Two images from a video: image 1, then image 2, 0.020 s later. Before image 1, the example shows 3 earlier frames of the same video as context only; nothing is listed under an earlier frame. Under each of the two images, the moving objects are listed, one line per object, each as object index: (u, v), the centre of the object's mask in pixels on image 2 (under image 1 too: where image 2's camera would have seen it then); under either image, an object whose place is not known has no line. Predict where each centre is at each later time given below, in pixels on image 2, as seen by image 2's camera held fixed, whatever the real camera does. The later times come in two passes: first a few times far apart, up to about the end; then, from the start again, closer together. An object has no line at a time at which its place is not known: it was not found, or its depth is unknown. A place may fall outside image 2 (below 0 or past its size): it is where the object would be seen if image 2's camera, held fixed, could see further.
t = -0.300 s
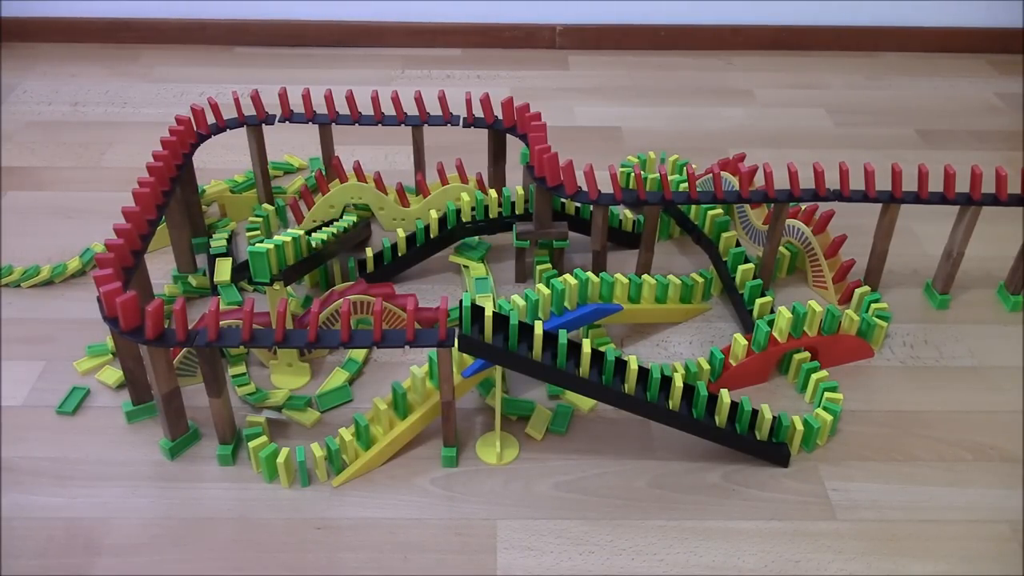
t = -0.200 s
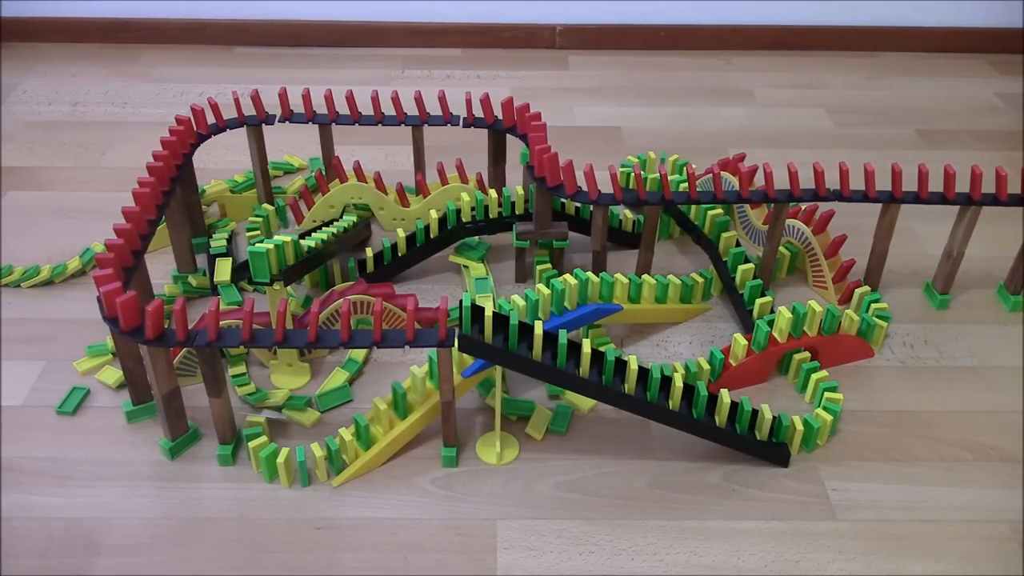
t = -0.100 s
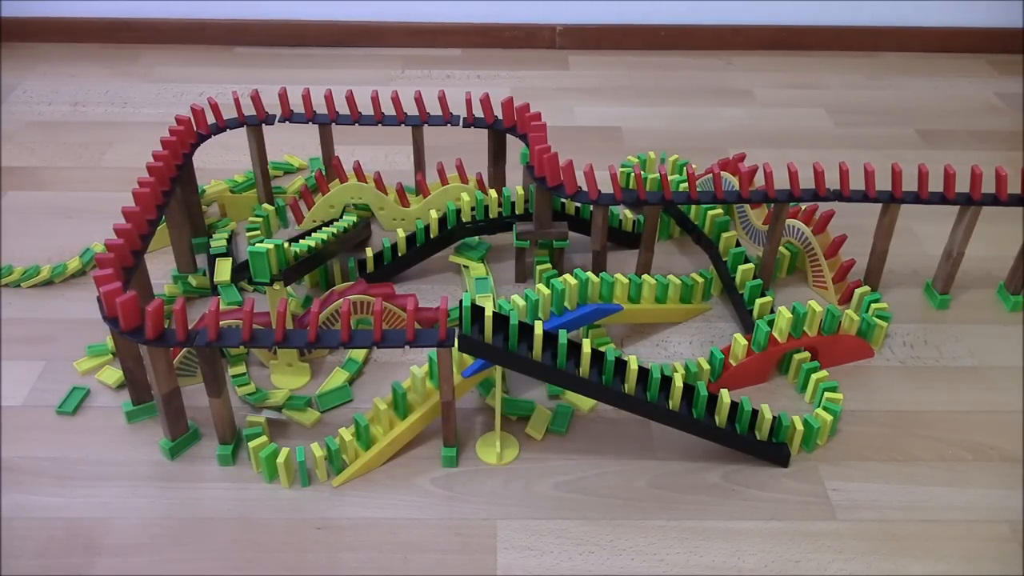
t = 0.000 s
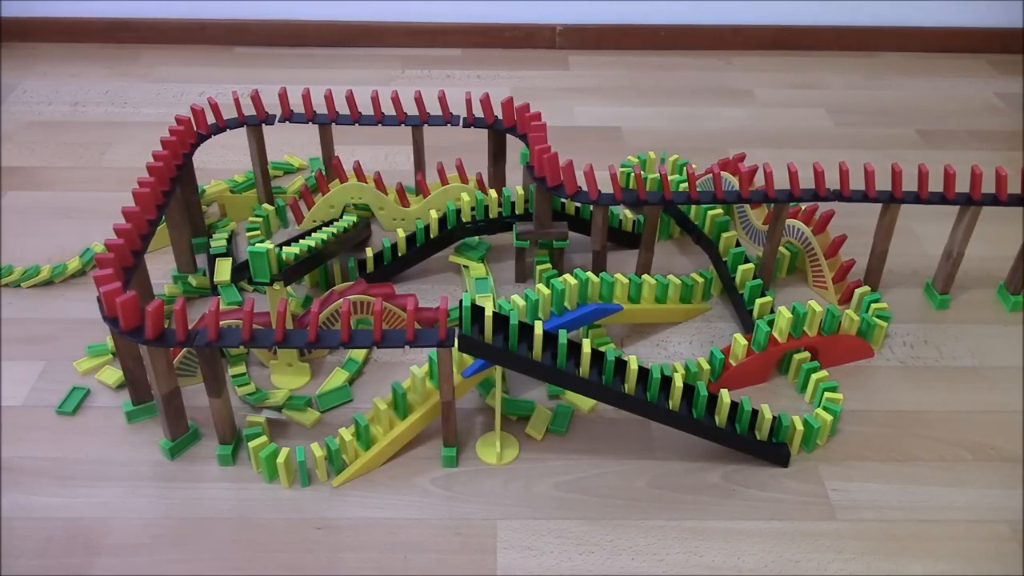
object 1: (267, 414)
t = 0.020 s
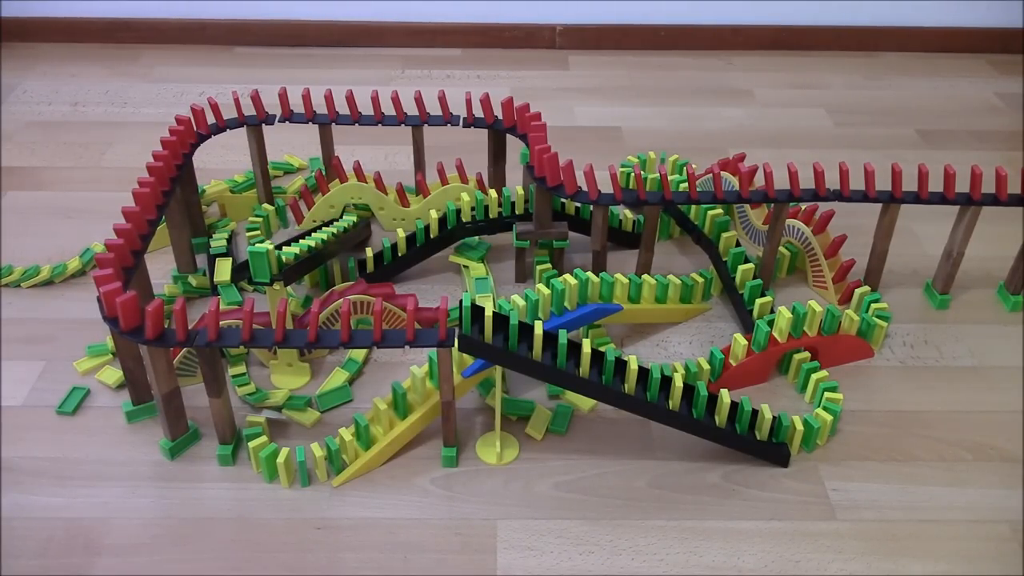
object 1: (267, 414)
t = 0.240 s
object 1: (268, 414)
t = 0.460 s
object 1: (262, 434)
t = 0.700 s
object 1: (263, 435)
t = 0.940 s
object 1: (263, 435)
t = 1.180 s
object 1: (263, 435)
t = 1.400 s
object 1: (263, 435)
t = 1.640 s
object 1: (263, 435)
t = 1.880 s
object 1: (263, 435)
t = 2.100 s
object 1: (263, 435)
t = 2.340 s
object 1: (263, 435)
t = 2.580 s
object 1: (263, 435)
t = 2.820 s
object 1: (263, 435)
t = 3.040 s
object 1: (263, 435)
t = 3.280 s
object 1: (263, 435)
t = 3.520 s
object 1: (263, 435)
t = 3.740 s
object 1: (263, 435)
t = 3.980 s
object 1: (263, 435)
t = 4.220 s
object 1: (263, 435)
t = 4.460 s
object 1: (263, 435)
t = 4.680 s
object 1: (263, 435)
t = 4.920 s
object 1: (263, 435)
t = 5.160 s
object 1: (263, 435)
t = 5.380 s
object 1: (263, 435)
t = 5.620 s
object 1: (263, 435)
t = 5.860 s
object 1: (263, 435)
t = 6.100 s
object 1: (263, 435)
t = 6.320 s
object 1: (263, 435)
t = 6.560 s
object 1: (263, 435)
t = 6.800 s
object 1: (263, 435)
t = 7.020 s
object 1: (263, 435)
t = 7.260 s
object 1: (263, 434)
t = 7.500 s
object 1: (263, 434)
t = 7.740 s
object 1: (263, 434)
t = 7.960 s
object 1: (263, 434)
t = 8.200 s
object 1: (263, 434)
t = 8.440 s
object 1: (263, 434)
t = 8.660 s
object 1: (263, 434)
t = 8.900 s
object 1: (263, 434)
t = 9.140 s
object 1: (263, 434)
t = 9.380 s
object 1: (263, 434)
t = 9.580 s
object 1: (263, 435)
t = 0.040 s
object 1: (267, 414)
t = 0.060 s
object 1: (267, 414)
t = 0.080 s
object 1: (267, 414)
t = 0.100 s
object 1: (267, 414)
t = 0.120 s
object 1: (267, 414)
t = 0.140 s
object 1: (267, 414)
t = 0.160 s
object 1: (267, 414)
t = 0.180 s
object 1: (268, 414)
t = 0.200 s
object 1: (268, 414)
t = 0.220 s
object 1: (268, 414)
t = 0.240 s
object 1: (268, 414)
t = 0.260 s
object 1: (268, 414)
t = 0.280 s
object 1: (268, 414)
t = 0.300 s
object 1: (268, 414)
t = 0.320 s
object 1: (267, 414)
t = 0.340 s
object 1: (267, 414)
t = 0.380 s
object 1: (271, 426)
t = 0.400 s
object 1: (267, 430)
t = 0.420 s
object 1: (263, 432)
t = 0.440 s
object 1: (262, 434)
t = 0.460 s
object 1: (262, 434)
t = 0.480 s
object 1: (263, 434)
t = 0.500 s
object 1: (263, 433)
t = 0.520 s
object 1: (263, 433)
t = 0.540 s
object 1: (263, 433)
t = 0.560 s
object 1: (263, 434)
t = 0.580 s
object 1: (263, 434)
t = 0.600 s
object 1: (263, 435)
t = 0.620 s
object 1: (263, 435)
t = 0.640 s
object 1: (263, 435)
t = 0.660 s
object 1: (263, 435)
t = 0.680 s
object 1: (263, 435)
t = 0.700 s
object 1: (263, 435)
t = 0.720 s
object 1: (263, 435)
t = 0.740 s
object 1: (263, 435)
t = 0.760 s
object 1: (263, 435)
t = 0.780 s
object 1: (263, 435)
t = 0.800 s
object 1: (263, 435)
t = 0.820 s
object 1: (263, 435)
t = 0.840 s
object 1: (263, 435)
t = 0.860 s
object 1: (263, 435)
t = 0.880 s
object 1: (263, 435)
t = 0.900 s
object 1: (263, 435)
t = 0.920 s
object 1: (263, 435)
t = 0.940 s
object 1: (263, 435)
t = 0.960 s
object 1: (263, 435)
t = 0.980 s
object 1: (263, 435)
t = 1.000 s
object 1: (263, 435)
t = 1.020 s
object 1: (263, 435)
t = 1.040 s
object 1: (263, 435)
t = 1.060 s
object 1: (263, 435)
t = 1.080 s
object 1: (263, 435)
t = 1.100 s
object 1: (263, 435)
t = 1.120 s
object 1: (263, 435)
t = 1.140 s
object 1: (263, 435)
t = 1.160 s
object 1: (263, 435)
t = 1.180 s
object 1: (263, 435)
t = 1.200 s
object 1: (263, 435)
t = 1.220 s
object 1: (263, 435)
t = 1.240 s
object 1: (263, 435)
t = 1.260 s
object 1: (263, 435)
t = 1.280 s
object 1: (263, 435)
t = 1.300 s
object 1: (263, 435)
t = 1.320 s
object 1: (263, 435)
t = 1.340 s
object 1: (263, 435)
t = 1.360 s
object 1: (263, 435)
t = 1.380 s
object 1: (263, 435)
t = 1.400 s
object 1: (263, 435)
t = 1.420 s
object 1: (263, 435)
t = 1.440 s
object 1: (263, 435)
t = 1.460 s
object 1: (263, 435)
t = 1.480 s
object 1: (263, 435)
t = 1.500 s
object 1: (263, 435)
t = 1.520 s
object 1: (263, 435)
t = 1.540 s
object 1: (263, 435)
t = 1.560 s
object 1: (263, 435)
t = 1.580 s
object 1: (263, 435)
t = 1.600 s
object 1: (263, 435)
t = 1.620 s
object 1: (263, 435)
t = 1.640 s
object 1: (263, 435)
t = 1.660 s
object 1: (263, 435)
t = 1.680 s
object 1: (263, 435)
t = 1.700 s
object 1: (263, 435)
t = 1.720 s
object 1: (263, 435)
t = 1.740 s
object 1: (263, 435)
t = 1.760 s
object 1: (263, 435)
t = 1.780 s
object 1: (263, 435)
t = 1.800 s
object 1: (263, 435)
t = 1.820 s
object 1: (263, 435)
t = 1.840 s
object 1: (263, 435)
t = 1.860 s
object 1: (263, 435)
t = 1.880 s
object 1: (263, 435)
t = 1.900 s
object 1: (263, 435)
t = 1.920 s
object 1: (263, 435)
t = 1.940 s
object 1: (263, 435)
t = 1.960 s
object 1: (263, 435)
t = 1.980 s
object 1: (263, 435)
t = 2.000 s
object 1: (263, 435)
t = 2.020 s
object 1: (263, 435)
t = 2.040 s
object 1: (263, 435)
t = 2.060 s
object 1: (263, 435)
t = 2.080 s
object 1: (263, 435)
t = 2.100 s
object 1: (263, 435)
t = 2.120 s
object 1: (263, 435)
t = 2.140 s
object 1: (263, 435)
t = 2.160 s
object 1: (263, 435)
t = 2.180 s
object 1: (263, 435)
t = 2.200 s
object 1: (263, 435)
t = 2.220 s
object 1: (263, 435)
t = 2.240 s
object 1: (263, 435)
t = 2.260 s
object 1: (263, 435)
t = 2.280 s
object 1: (263, 435)
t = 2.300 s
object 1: (263, 435)
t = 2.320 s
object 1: (263, 435)
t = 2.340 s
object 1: (263, 435)
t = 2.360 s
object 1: (263, 435)
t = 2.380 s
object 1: (263, 435)
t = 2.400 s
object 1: (263, 435)
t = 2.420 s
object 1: (263, 435)
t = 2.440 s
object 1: (263, 435)
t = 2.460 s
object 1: (263, 435)
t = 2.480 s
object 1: (263, 435)
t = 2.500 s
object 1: (263, 435)
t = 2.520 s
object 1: (263, 435)
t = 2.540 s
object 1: (263, 435)
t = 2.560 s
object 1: (263, 435)
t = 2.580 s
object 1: (263, 435)
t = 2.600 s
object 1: (263, 435)
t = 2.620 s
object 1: (263, 435)
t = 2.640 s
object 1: (263, 435)
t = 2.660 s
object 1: (263, 435)
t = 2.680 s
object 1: (263, 435)
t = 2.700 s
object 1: (263, 435)
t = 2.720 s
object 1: (263, 435)
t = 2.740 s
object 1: (263, 435)
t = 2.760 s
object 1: (263, 435)
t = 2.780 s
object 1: (263, 435)
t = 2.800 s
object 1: (263, 435)
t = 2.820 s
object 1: (263, 435)
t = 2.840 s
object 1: (263, 435)
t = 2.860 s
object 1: (263, 435)
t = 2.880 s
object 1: (263, 435)
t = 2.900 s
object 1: (263, 435)
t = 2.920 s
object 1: (263, 435)
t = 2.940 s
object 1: (263, 435)
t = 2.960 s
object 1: (263, 435)
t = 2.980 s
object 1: (263, 435)
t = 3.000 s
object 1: (263, 435)
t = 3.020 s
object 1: (263, 435)
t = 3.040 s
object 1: (263, 435)
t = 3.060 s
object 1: (263, 435)
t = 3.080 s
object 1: (263, 435)
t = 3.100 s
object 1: (263, 435)
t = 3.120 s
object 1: (263, 435)
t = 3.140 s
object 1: (263, 435)
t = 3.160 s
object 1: (263, 435)
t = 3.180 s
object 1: (263, 435)
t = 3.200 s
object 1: (263, 435)
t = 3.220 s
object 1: (263, 435)
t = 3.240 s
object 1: (263, 435)
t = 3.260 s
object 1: (263, 435)
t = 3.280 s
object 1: (263, 435)
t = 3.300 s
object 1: (263, 435)
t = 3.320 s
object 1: (263, 435)
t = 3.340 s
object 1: (263, 435)
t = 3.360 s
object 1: (263, 435)
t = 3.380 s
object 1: (263, 435)
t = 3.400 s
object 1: (263, 435)
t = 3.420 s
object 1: (263, 435)
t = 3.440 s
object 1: (263, 435)
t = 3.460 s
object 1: (263, 435)
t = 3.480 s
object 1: (263, 435)
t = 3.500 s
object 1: (263, 435)
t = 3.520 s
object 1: (263, 435)
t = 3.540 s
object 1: (263, 435)
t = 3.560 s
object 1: (263, 435)
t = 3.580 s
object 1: (263, 435)
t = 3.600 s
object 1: (263, 435)
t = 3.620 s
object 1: (263, 435)
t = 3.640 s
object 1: (263, 435)
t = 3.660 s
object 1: (263, 435)
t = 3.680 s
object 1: (263, 435)
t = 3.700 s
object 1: (263, 435)
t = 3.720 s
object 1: (263, 435)
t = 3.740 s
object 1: (263, 435)
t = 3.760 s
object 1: (263, 435)
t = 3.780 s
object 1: (263, 435)
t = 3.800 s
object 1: (263, 435)
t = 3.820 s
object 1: (263, 435)
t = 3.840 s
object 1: (263, 435)
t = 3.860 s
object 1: (263, 435)
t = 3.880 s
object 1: (263, 435)
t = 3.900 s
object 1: (263, 435)
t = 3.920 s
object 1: (263, 435)
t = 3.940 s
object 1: (263, 435)
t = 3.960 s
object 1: (263, 435)
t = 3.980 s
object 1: (263, 435)
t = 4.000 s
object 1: (263, 435)
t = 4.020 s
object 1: (263, 435)
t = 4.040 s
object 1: (263, 435)
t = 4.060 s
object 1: (263, 435)
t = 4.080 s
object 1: (263, 435)
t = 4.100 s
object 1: (263, 435)
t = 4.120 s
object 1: (263, 435)
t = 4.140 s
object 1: (263, 435)
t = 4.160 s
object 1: (263, 435)
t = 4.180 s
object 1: (263, 435)
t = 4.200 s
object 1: (263, 435)
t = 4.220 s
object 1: (263, 435)
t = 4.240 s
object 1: (263, 435)
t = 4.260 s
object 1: (263, 435)
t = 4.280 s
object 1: (263, 435)
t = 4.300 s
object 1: (263, 435)
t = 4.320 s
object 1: (263, 435)
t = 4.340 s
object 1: (263, 435)
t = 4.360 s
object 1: (263, 435)
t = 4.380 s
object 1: (263, 435)
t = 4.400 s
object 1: (263, 435)
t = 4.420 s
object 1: (263, 435)
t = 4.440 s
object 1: (263, 435)
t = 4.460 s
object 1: (263, 435)
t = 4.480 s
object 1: (263, 435)
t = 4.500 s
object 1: (263, 435)
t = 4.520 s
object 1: (263, 435)
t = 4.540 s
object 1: (263, 435)
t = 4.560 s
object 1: (263, 435)
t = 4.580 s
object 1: (263, 435)
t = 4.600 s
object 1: (263, 435)
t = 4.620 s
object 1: (263, 435)
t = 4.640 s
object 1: (263, 435)
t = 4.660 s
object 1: (263, 435)
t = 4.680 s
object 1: (263, 435)
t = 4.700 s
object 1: (263, 435)
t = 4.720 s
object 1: (263, 435)
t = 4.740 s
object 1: (263, 435)
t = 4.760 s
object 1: (263, 435)
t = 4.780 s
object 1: (263, 435)
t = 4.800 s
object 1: (263, 435)
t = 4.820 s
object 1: (263, 435)
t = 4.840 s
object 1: (263, 435)
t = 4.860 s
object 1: (263, 435)
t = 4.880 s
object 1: (263, 435)
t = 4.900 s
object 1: (263, 435)
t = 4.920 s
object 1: (263, 435)
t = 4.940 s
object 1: (263, 435)
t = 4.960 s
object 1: (263, 435)
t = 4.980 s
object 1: (263, 435)
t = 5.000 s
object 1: (263, 435)
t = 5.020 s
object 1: (263, 435)
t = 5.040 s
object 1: (263, 435)
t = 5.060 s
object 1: (263, 435)
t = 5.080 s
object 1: (263, 435)
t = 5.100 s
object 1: (263, 435)
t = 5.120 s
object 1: (263, 435)
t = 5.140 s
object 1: (263, 435)
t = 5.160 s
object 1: (263, 435)
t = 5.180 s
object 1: (263, 435)
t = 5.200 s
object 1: (263, 435)
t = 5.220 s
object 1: (263, 435)
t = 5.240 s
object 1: (263, 435)
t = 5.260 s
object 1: (263, 435)
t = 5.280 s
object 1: (263, 435)
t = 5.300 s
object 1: (263, 435)
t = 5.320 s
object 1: (263, 435)
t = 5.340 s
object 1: (263, 435)
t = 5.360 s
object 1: (263, 435)
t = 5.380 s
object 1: (263, 435)
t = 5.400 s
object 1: (263, 435)
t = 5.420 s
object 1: (263, 435)
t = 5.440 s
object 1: (263, 435)
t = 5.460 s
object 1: (263, 435)
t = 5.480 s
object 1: (263, 435)
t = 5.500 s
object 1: (263, 435)
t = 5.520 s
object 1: (263, 435)
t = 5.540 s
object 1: (263, 435)
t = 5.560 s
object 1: (263, 435)
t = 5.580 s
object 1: (263, 435)
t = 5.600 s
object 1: (263, 435)
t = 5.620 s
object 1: (263, 435)
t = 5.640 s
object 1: (263, 435)
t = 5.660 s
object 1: (263, 435)
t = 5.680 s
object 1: (263, 435)
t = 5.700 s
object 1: (263, 435)
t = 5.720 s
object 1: (263, 435)
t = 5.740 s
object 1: (263, 435)
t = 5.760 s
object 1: (263, 435)
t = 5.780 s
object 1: (263, 435)
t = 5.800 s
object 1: (263, 435)
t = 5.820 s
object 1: (263, 435)
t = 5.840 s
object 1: (263, 435)
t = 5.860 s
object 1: (263, 435)
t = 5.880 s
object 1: (263, 435)
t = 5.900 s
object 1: (263, 435)
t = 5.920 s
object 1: (263, 435)
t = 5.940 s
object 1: (263, 435)
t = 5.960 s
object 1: (263, 435)
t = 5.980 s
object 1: (263, 435)
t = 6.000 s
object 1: (263, 435)
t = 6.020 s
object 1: (263, 435)
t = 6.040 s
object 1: (263, 435)
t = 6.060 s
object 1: (263, 435)
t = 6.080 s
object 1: (263, 435)
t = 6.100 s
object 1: (263, 435)
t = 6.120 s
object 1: (263, 435)
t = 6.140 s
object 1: (263, 435)
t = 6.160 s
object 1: (263, 435)
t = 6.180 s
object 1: (263, 435)
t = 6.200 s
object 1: (263, 435)
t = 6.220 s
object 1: (263, 435)
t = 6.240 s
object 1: (263, 435)
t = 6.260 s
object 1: (263, 435)
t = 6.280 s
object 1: (263, 435)
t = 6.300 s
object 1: (263, 435)
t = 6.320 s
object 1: (263, 435)
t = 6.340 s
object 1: (263, 435)
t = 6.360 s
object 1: (263, 435)
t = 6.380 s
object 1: (263, 435)
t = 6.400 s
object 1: (263, 435)
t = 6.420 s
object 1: (263, 435)
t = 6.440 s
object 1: (263, 435)
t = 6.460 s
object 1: (263, 435)
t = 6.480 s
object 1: (263, 435)
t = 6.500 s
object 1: (263, 435)
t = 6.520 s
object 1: (263, 435)
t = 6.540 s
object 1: (263, 435)
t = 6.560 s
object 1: (263, 435)
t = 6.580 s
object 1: (263, 435)
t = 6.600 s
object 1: (263, 435)
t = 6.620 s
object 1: (263, 435)
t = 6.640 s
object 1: (263, 435)
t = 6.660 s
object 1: (263, 435)
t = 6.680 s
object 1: (263, 435)
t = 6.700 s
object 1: (263, 435)
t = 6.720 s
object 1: (263, 435)
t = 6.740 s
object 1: (263, 435)
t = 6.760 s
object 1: (263, 435)
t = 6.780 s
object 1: (263, 435)
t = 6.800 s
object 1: (263, 435)
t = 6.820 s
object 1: (263, 435)
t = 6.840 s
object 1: (263, 435)
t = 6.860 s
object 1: (263, 435)
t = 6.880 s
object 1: (263, 435)
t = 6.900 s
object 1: (263, 435)
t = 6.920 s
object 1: (263, 435)
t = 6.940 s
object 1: (263, 435)
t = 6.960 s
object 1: (263, 435)
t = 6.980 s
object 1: (263, 435)
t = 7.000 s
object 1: (263, 435)
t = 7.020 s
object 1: (263, 435)
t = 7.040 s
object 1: (263, 435)
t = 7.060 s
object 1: (263, 435)
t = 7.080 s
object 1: (263, 435)
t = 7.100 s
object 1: (263, 435)
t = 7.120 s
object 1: (263, 435)
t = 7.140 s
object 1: (263, 435)
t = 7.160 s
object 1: (263, 435)
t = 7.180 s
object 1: (263, 435)
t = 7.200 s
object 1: (263, 435)
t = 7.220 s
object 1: (263, 434)
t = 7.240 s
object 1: (263, 434)
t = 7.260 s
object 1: (263, 434)
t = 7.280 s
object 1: (263, 434)
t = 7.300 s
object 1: (263, 434)
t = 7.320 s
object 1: (263, 434)
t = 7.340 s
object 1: (263, 434)
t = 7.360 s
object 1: (263, 434)
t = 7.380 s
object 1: (263, 434)
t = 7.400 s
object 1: (263, 434)
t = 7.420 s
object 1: (263, 434)
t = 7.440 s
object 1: (263, 434)
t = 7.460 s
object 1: (263, 434)
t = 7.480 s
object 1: (263, 434)
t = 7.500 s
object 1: (263, 434)
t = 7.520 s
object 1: (263, 434)
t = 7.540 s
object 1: (263, 434)
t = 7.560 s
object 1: (263, 434)
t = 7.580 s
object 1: (263, 434)
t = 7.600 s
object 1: (263, 434)
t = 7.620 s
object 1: (263, 434)
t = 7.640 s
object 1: (263, 434)
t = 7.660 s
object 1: (263, 434)
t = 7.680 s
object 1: (263, 434)
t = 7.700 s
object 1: (263, 434)
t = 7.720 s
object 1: (263, 434)
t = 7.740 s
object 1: (263, 434)
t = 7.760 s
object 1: (263, 434)
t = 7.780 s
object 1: (263, 434)
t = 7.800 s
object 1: (263, 434)
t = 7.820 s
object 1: (263, 434)
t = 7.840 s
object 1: (263, 434)
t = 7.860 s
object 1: (263, 434)
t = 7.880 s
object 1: (263, 434)
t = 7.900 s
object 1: (263, 434)
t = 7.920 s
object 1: (263, 434)
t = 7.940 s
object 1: (263, 434)
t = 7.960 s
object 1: (263, 434)
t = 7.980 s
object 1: (263, 434)
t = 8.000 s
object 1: (263, 434)
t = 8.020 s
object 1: (263, 434)
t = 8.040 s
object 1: (263, 434)
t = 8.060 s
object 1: (263, 434)
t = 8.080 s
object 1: (263, 434)
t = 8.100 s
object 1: (263, 434)
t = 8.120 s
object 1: (263, 434)
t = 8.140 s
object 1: (263, 434)
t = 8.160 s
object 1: (263, 434)
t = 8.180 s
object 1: (263, 434)
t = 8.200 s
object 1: (263, 434)
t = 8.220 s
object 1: (263, 434)
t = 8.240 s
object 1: (263, 434)
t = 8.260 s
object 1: (263, 434)
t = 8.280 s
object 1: (263, 434)
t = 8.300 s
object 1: (263, 434)
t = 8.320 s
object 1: (263, 434)
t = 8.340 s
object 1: (263, 434)
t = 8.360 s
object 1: (263, 434)
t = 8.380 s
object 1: (263, 434)
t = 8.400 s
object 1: (263, 434)
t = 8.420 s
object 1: (263, 434)
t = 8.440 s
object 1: (263, 434)
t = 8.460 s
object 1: (263, 434)
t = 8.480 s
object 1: (263, 434)
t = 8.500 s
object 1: (263, 434)
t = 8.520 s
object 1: (263, 434)
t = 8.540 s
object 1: (263, 434)
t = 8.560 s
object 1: (263, 434)
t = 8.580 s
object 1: (263, 434)
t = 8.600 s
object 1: (263, 434)
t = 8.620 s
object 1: (263, 434)
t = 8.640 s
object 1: (263, 434)
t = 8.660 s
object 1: (263, 434)
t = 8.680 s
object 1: (263, 434)
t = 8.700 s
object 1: (263, 434)
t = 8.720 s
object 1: (263, 434)
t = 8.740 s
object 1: (263, 434)
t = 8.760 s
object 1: (263, 434)
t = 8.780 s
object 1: (263, 434)
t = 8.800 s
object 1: (263, 434)
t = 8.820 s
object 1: (263, 434)
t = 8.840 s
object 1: (263, 434)
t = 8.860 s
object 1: (263, 434)
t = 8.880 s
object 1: (263, 434)
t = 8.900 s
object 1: (263, 434)
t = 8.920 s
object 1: (263, 434)
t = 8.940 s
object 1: (263, 434)
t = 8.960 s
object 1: (263, 434)
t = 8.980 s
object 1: (263, 434)
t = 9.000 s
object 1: (263, 434)
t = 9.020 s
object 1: (263, 434)
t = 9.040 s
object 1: (263, 434)
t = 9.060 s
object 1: (263, 434)
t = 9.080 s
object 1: (263, 434)
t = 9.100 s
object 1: (263, 434)
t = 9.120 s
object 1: (263, 434)
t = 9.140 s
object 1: (263, 434)
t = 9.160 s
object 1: (263, 434)
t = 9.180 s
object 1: (263, 434)
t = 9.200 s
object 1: (263, 434)
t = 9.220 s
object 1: (263, 434)
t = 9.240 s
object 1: (263, 434)
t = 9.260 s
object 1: (263, 434)
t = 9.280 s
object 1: (263, 434)
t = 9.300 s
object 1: (263, 434)
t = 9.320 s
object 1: (263, 434)
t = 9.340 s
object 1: (263, 434)
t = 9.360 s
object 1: (263, 434)
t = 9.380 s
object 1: (263, 434)
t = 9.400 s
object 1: (263, 435)
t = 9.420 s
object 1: (263, 435)
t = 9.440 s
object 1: (263, 434)
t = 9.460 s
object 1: (263, 434)
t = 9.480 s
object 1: (263, 434)
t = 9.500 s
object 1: (263, 435)
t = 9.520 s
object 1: (263, 434)
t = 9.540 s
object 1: (263, 434)
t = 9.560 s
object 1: (263, 434)
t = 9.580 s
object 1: (263, 435)
